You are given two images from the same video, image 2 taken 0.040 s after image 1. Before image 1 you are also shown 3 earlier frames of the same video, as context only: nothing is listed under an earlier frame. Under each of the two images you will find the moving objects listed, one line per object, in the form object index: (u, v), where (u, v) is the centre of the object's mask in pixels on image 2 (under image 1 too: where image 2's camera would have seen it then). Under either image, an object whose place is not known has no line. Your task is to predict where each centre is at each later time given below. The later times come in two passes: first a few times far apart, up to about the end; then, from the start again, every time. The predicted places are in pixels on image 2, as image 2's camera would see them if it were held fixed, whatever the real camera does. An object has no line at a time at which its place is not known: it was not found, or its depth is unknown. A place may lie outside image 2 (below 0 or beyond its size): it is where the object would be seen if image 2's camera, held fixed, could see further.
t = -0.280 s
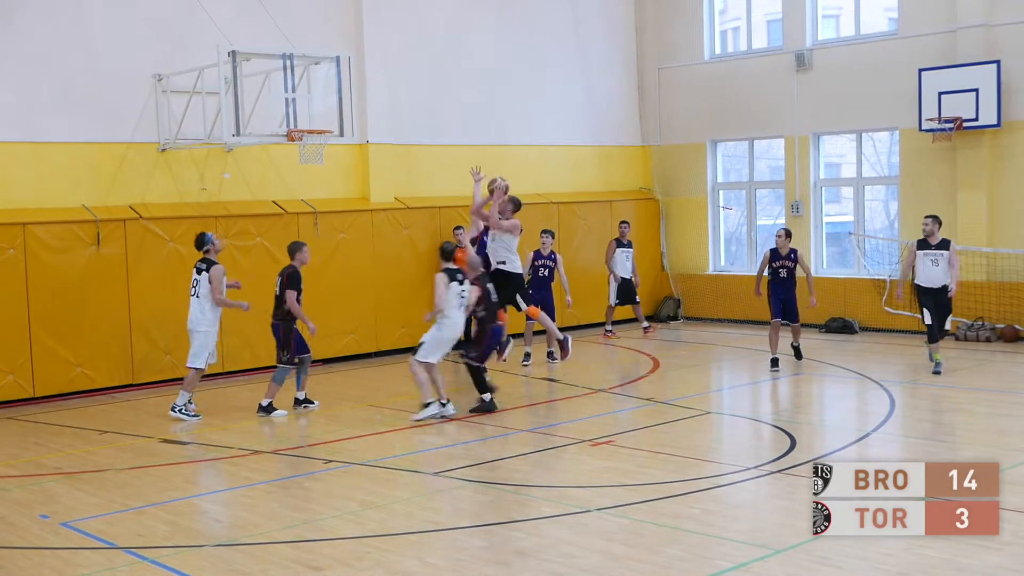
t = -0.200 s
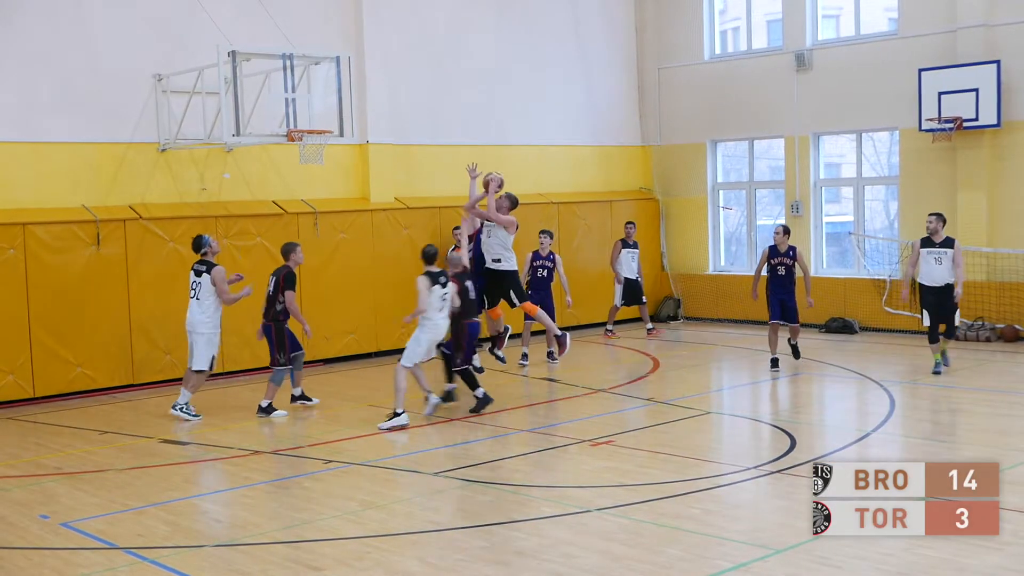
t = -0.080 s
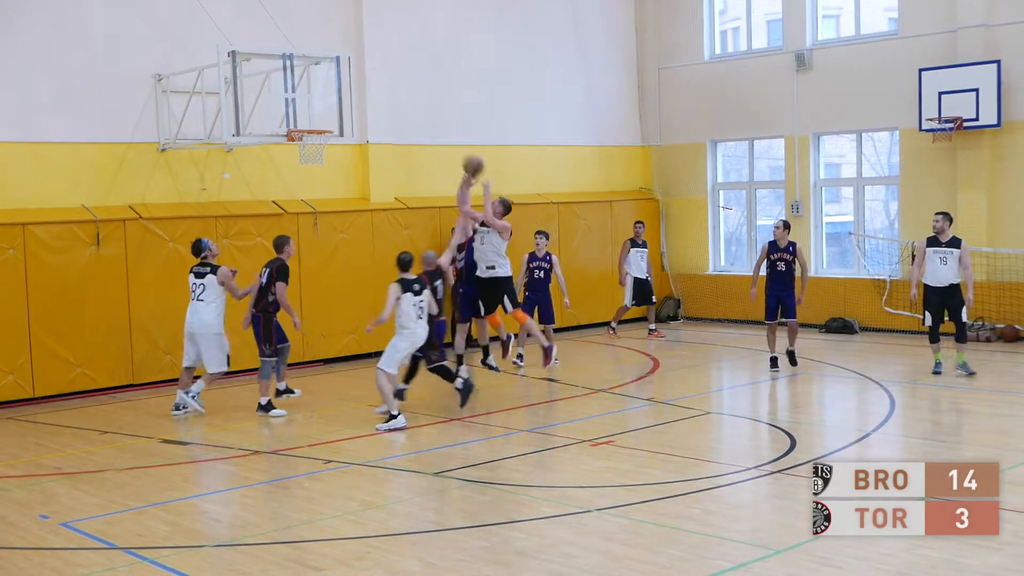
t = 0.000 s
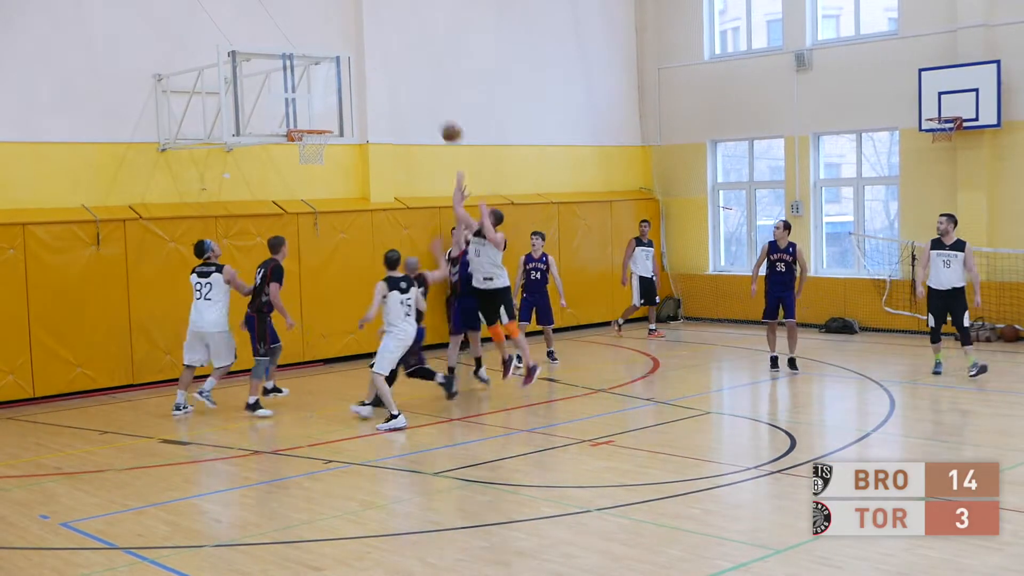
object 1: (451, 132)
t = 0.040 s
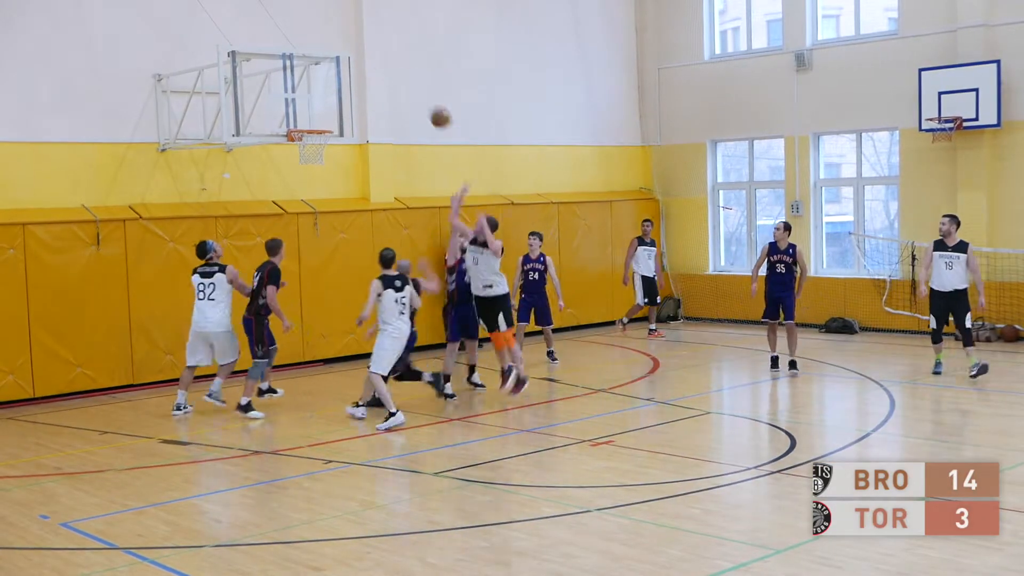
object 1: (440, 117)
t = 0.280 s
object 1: (376, 58)
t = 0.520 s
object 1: (314, 52)
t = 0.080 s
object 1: (429, 103)
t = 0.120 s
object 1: (419, 91)
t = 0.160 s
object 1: (408, 81)
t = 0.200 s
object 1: (397, 72)
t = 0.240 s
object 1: (386, 65)
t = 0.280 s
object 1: (376, 58)
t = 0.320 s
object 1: (365, 54)
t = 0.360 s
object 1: (355, 51)
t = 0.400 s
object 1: (345, 49)
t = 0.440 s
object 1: (334, 49)
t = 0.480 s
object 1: (324, 50)
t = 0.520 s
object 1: (314, 52)
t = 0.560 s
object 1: (305, 56)
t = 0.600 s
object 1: (295, 62)
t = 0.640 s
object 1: (285, 69)
